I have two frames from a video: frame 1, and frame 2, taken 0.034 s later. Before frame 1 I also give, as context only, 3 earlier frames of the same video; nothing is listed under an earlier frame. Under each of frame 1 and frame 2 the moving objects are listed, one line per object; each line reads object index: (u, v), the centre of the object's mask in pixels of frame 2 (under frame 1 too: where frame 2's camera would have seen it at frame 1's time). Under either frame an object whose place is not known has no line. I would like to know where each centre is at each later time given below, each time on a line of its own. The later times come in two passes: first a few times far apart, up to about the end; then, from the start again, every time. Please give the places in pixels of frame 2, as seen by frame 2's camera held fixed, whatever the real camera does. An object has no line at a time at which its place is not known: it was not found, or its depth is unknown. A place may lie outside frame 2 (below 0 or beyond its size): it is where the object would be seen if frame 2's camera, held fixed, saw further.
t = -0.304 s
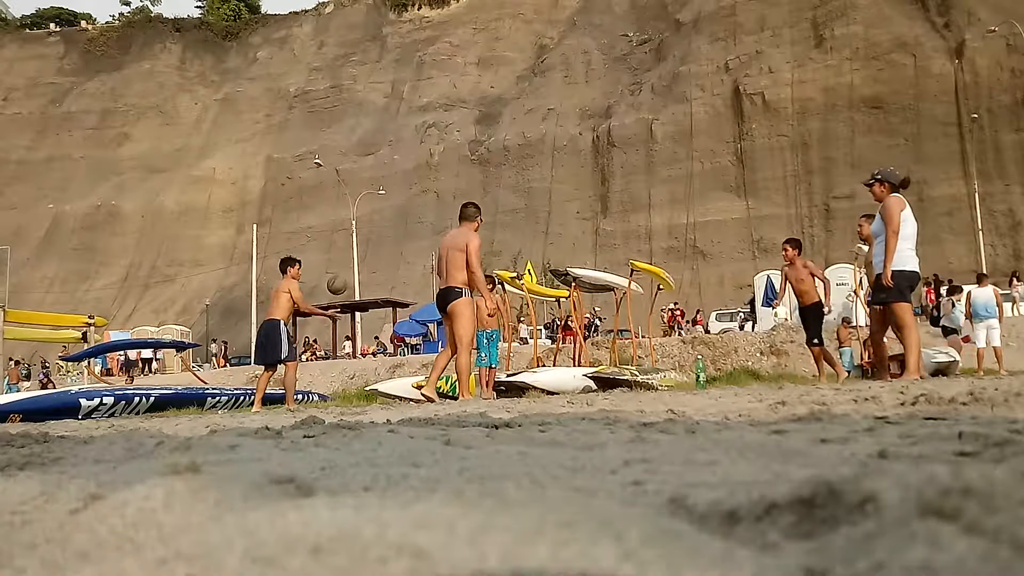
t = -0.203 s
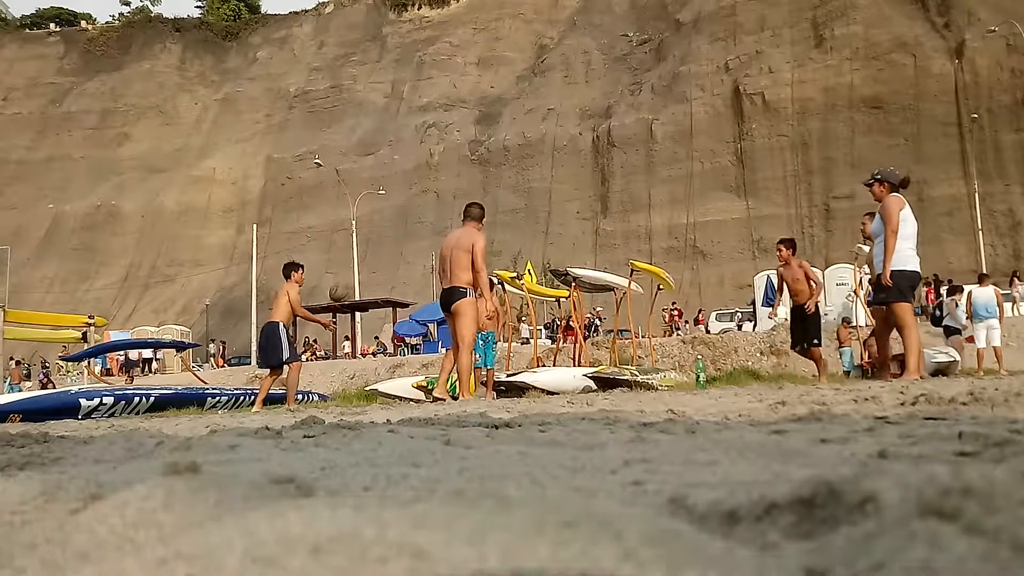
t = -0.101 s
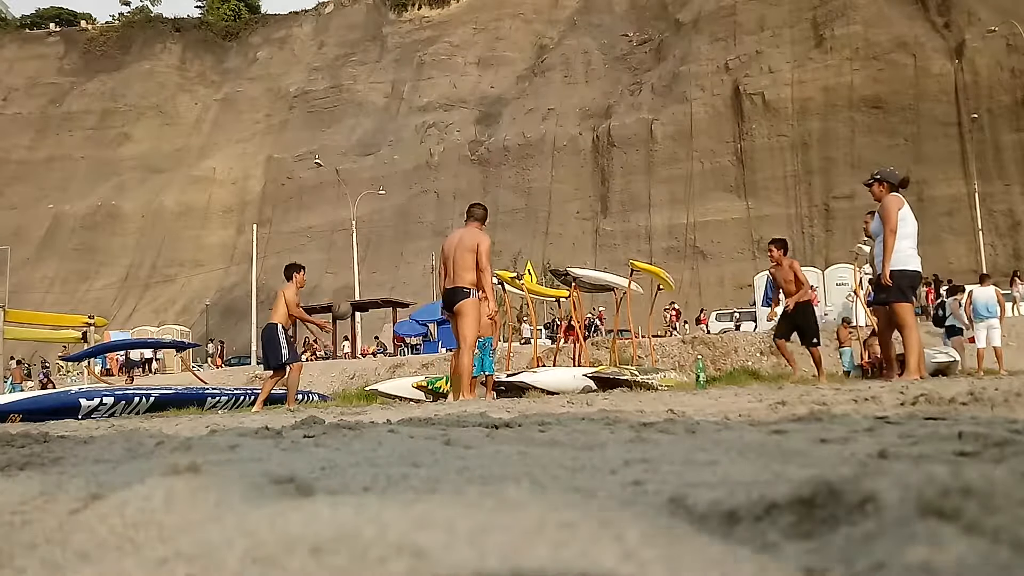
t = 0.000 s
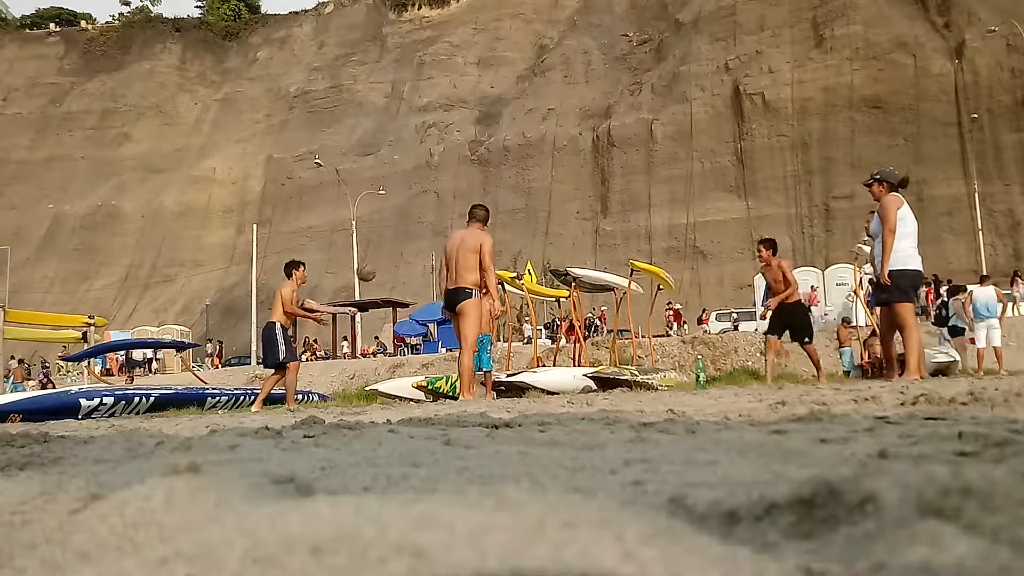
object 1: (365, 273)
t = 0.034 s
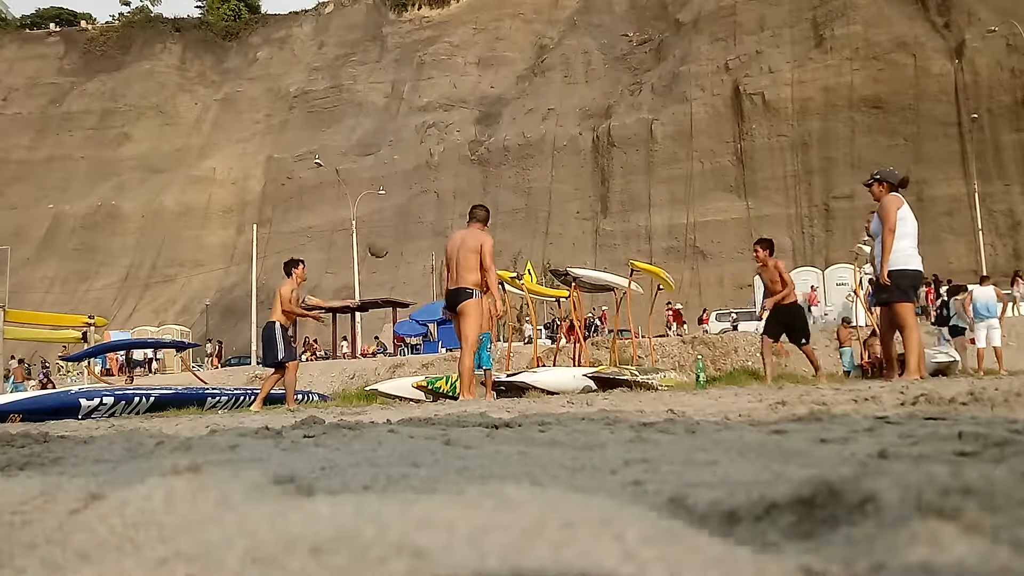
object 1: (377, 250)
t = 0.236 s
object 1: (450, 130)
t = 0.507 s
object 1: (540, 30)
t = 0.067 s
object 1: (389, 228)
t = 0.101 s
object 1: (402, 205)
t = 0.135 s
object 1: (413, 188)
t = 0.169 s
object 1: (427, 165)
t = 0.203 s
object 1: (437, 147)
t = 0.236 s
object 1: (450, 130)
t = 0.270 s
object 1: (461, 114)
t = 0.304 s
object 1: (472, 99)
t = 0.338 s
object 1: (484, 84)
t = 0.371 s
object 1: (496, 71)
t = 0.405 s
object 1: (507, 59)
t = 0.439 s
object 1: (518, 48)
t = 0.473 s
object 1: (529, 41)
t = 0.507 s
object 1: (540, 30)
